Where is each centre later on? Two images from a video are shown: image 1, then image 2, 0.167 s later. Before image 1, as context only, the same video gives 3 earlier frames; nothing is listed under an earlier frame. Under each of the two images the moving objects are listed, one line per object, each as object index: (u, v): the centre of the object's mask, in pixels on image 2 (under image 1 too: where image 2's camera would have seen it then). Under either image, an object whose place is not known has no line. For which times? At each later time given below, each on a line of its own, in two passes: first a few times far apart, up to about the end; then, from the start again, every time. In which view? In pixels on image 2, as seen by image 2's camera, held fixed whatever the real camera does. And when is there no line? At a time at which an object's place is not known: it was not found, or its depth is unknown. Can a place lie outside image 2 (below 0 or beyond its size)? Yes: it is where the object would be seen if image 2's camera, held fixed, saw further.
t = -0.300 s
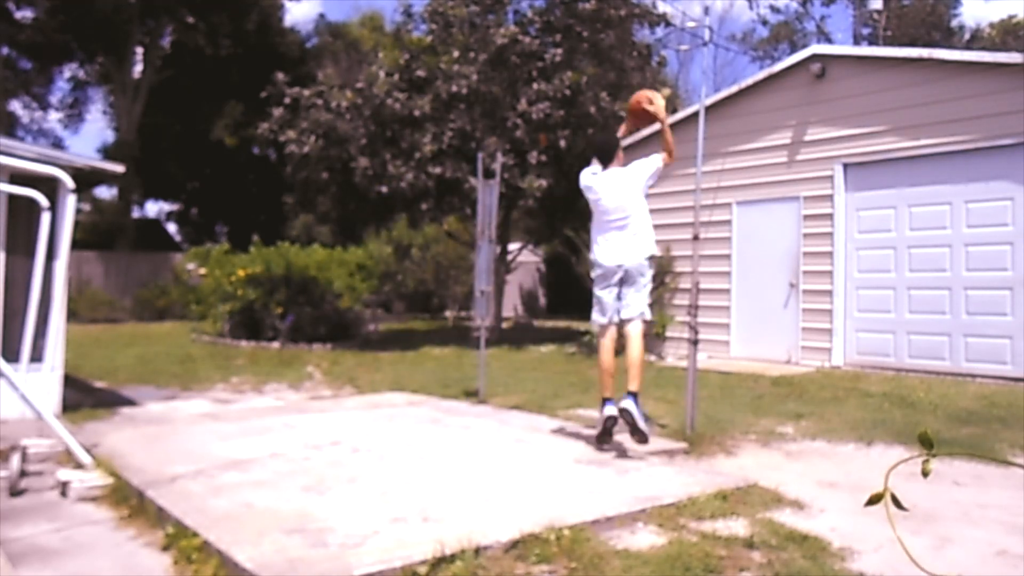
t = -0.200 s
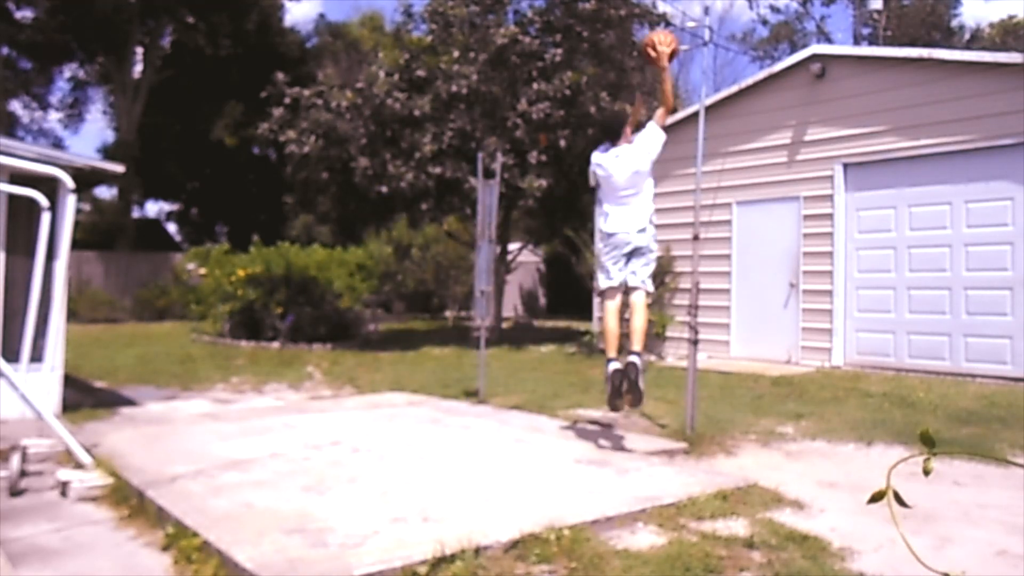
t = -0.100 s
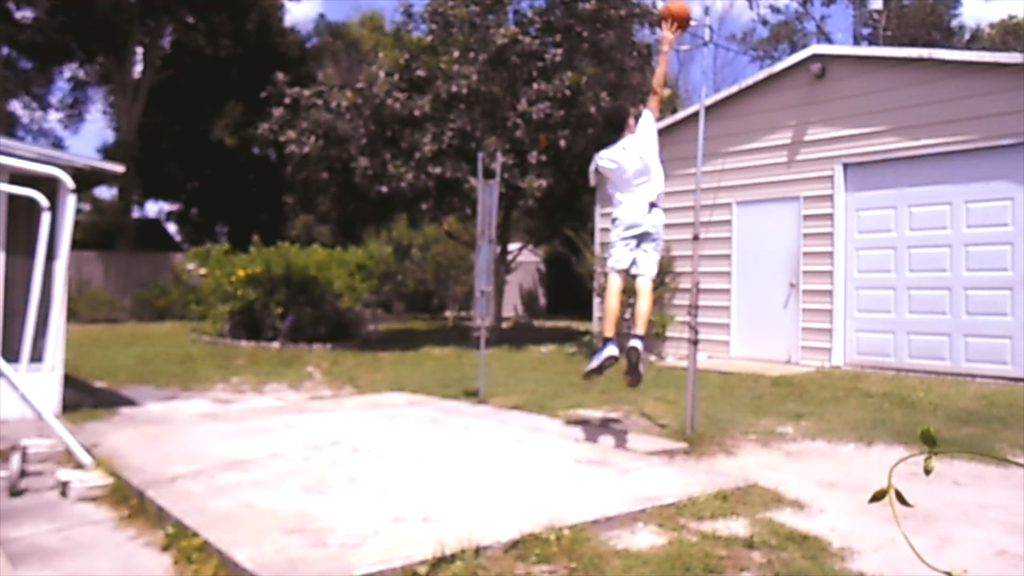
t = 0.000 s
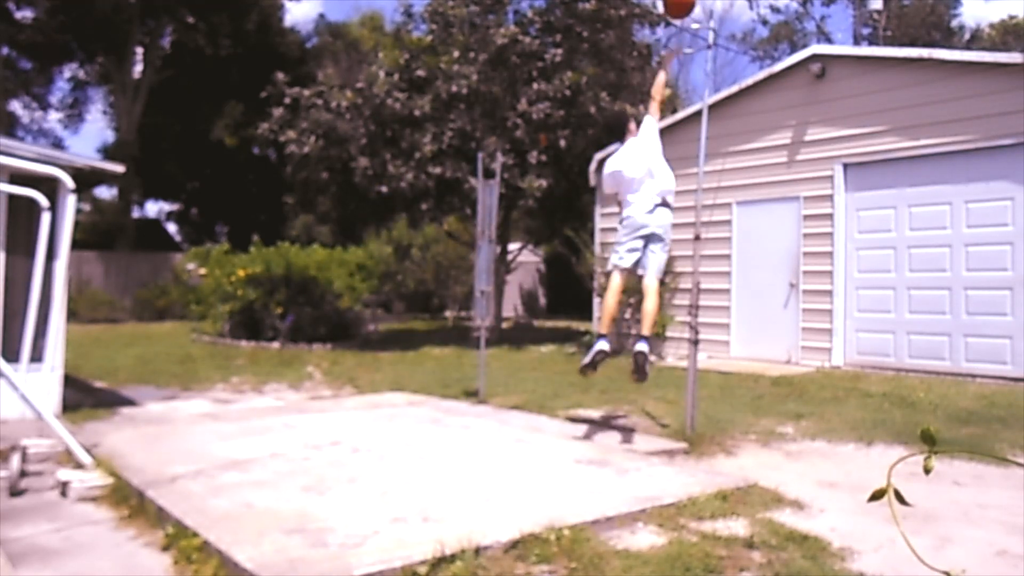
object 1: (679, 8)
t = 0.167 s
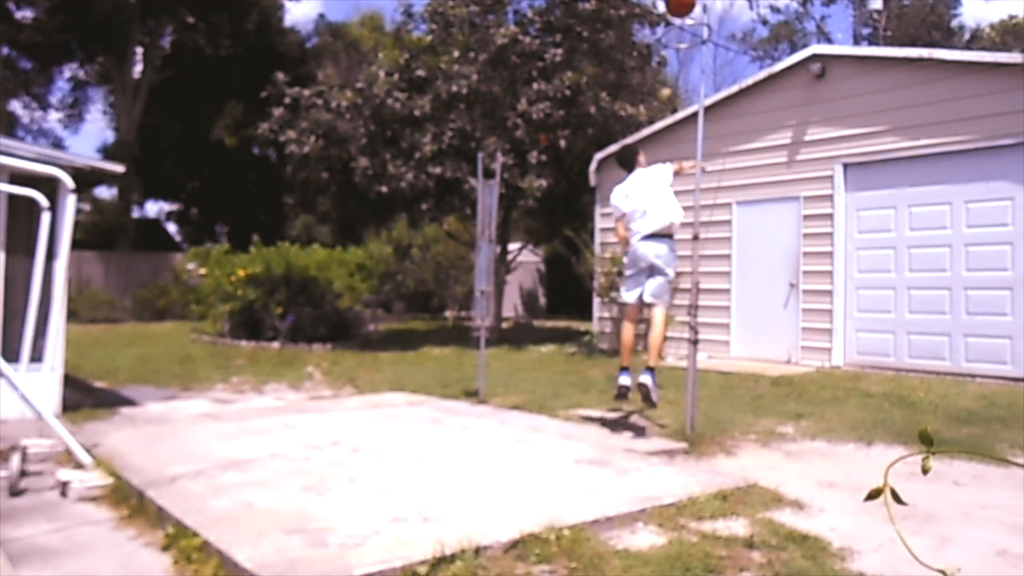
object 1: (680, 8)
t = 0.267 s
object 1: (670, 14)
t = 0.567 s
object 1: (639, 124)
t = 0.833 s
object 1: (612, 299)
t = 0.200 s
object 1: (677, 9)
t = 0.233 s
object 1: (673, 12)
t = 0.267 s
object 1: (670, 14)
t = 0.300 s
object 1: (666, 21)
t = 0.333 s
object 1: (663, 30)
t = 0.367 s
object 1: (659, 40)
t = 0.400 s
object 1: (656, 51)
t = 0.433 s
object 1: (653, 64)
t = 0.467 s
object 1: (649, 76)
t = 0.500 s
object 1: (645, 91)
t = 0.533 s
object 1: (642, 107)
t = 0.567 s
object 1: (639, 124)
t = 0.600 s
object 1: (635, 142)
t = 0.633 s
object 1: (632, 161)
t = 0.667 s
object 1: (629, 181)
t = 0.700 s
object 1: (625, 202)
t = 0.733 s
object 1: (621, 226)
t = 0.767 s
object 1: (618, 250)
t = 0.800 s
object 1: (615, 274)
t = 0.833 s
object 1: (612, 299)
